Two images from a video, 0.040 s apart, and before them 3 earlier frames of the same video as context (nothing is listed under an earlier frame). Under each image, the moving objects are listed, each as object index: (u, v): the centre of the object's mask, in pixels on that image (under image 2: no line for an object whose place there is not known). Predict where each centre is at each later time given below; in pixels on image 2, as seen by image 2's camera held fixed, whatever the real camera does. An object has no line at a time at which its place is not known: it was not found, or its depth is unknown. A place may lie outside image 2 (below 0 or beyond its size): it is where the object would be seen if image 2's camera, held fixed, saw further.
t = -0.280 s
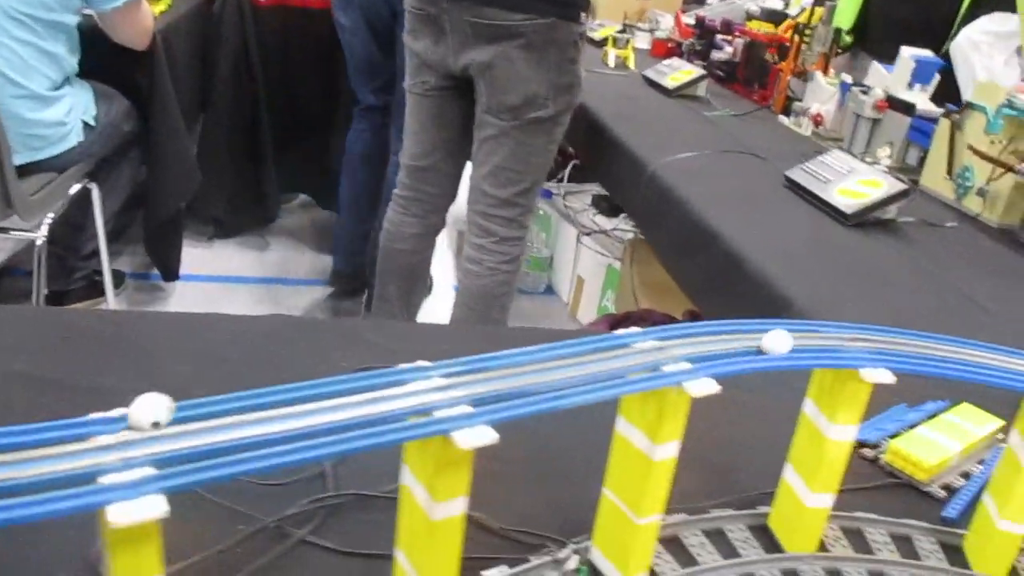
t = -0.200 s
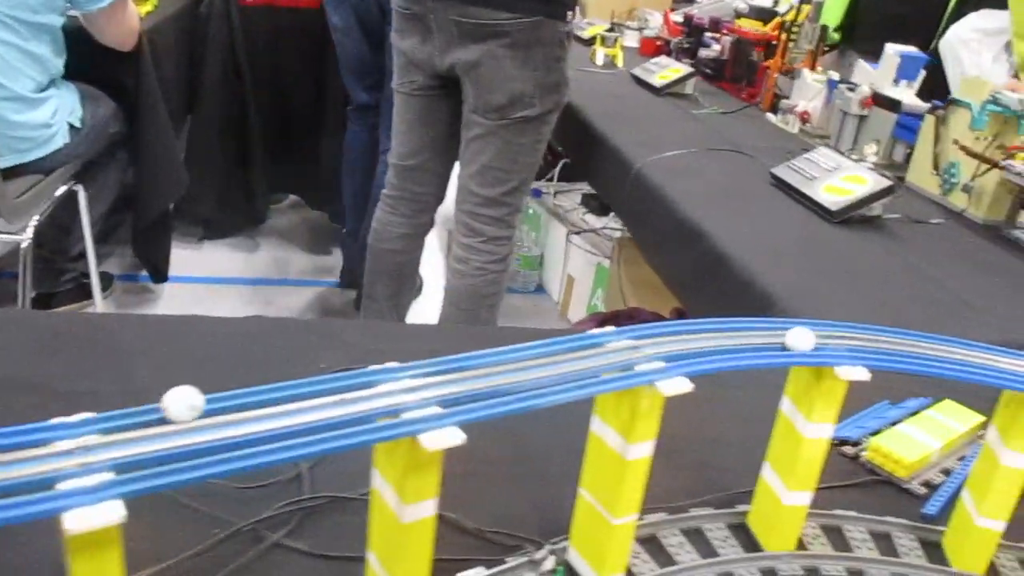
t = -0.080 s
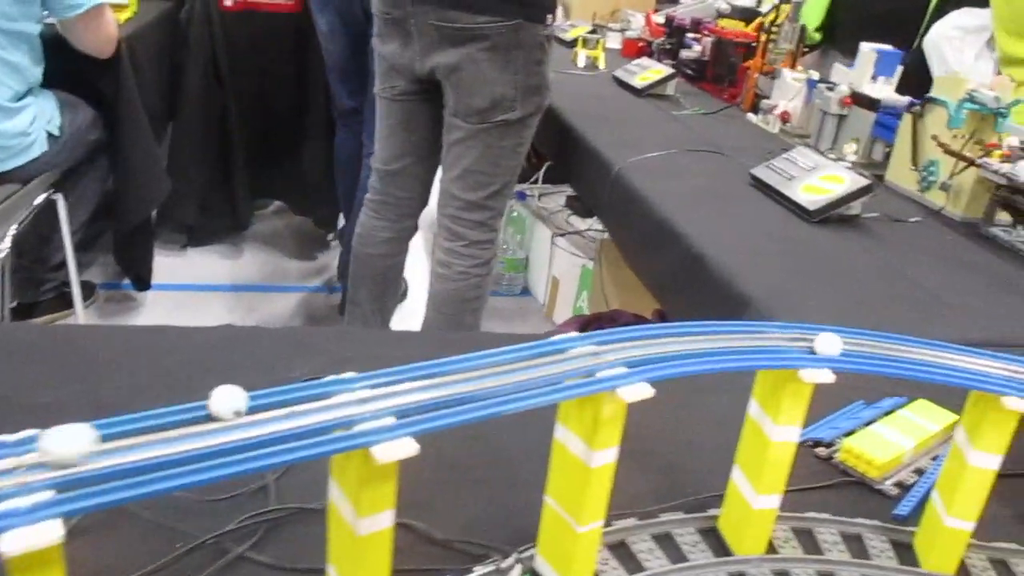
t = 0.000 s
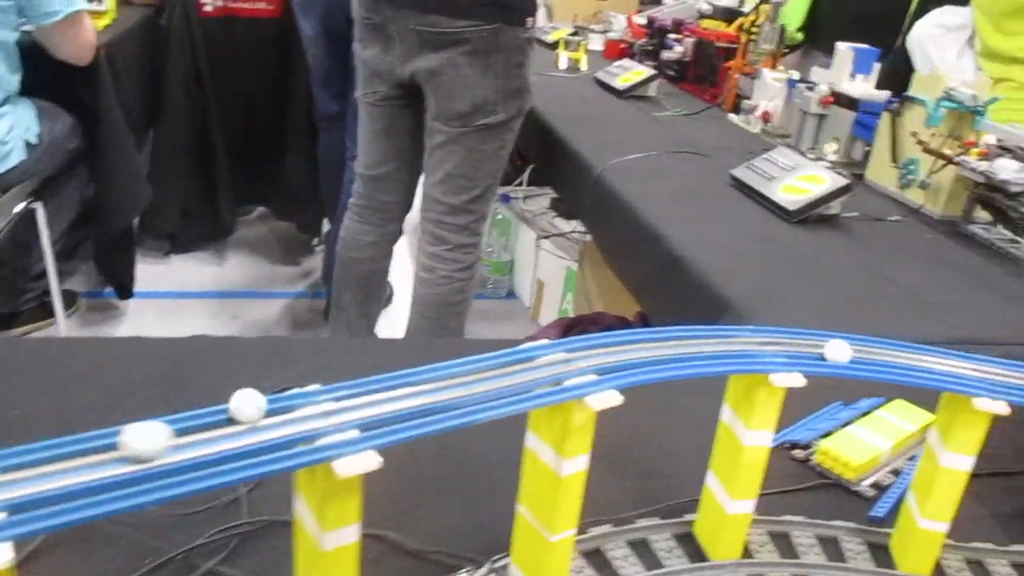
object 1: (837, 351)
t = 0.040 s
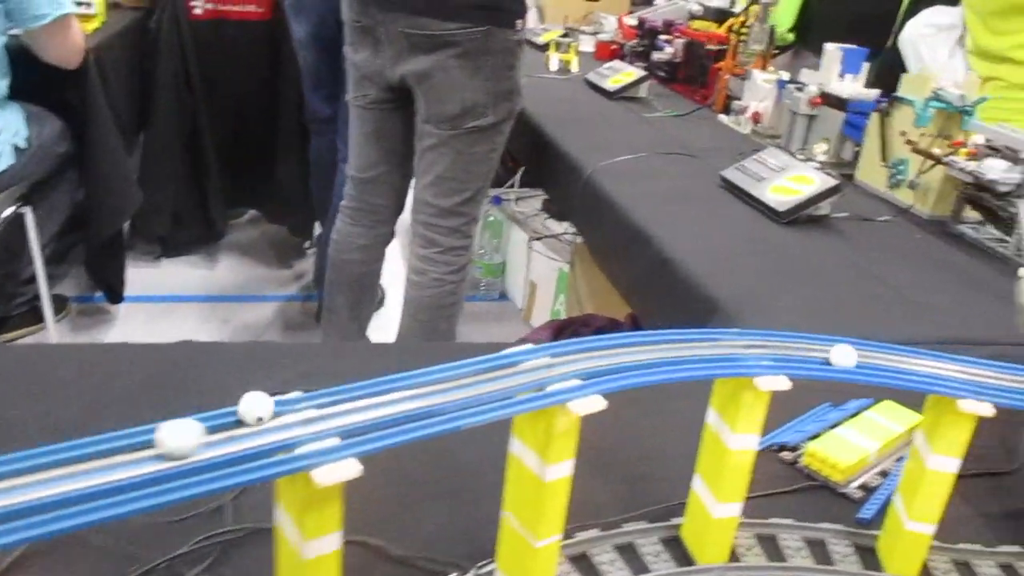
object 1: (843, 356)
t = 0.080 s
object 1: (865, 359)
